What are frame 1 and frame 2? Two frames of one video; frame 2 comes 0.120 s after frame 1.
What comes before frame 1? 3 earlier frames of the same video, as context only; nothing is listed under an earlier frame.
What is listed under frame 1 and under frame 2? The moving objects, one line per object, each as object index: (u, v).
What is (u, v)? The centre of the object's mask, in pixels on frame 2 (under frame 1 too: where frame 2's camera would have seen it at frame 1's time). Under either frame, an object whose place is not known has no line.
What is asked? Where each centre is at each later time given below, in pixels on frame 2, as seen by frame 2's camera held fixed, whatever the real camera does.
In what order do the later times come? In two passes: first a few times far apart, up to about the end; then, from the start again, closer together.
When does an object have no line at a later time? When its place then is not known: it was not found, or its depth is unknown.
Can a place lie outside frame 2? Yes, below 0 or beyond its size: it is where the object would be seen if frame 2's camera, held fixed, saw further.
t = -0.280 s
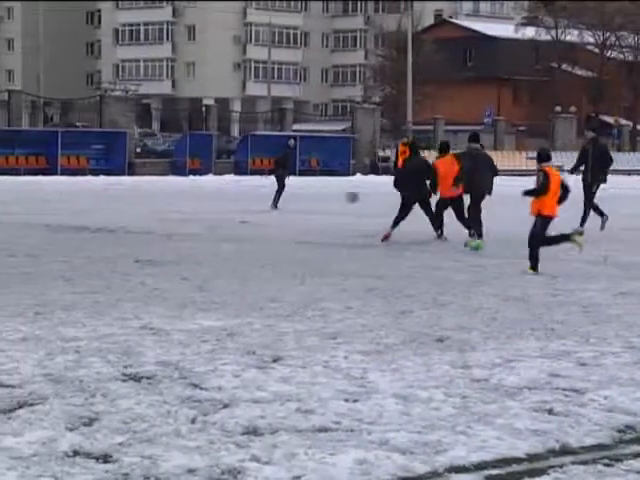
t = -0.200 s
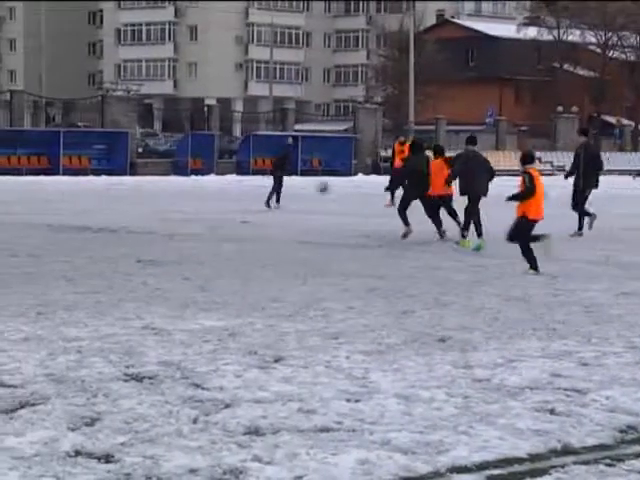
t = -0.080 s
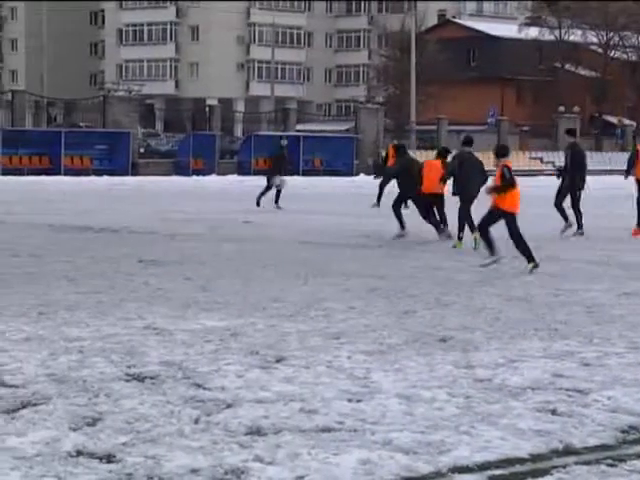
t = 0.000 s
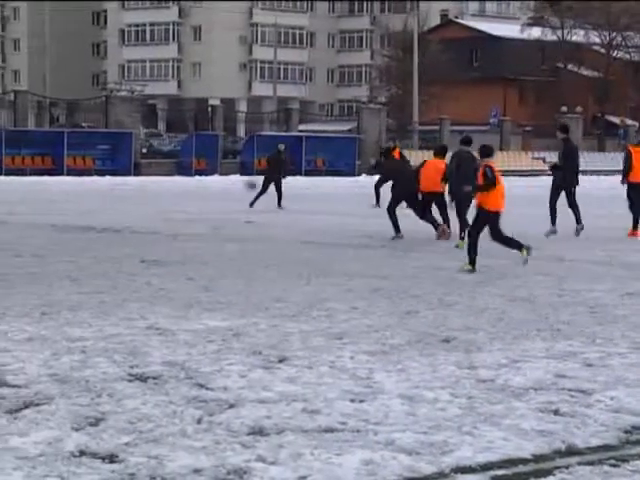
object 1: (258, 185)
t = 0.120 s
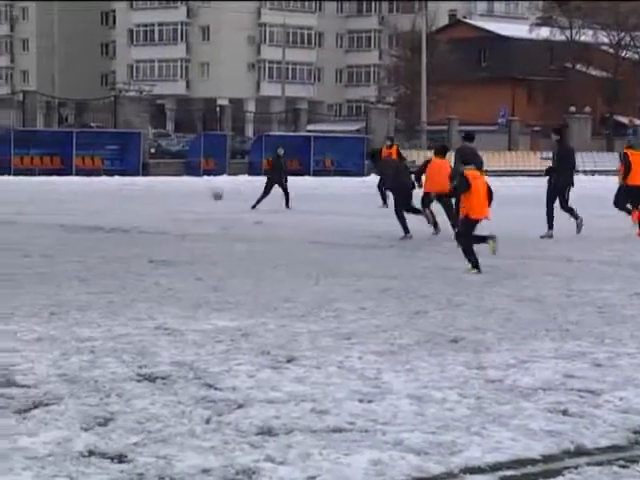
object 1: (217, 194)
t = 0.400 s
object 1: (134, 208)
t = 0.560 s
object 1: (98, 200)
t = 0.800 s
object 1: (46, 217)
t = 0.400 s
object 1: (134, 208)
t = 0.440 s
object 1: (126, 205)
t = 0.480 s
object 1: (117, 202)
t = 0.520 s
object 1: (107, 201)
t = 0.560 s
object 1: (98, 200)
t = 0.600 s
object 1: (90, 201)
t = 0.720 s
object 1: (64, 206)
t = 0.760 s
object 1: (55, 212)
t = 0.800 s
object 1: (46, 217)
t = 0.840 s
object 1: (37, 215)
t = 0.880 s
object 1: (30, 213)
